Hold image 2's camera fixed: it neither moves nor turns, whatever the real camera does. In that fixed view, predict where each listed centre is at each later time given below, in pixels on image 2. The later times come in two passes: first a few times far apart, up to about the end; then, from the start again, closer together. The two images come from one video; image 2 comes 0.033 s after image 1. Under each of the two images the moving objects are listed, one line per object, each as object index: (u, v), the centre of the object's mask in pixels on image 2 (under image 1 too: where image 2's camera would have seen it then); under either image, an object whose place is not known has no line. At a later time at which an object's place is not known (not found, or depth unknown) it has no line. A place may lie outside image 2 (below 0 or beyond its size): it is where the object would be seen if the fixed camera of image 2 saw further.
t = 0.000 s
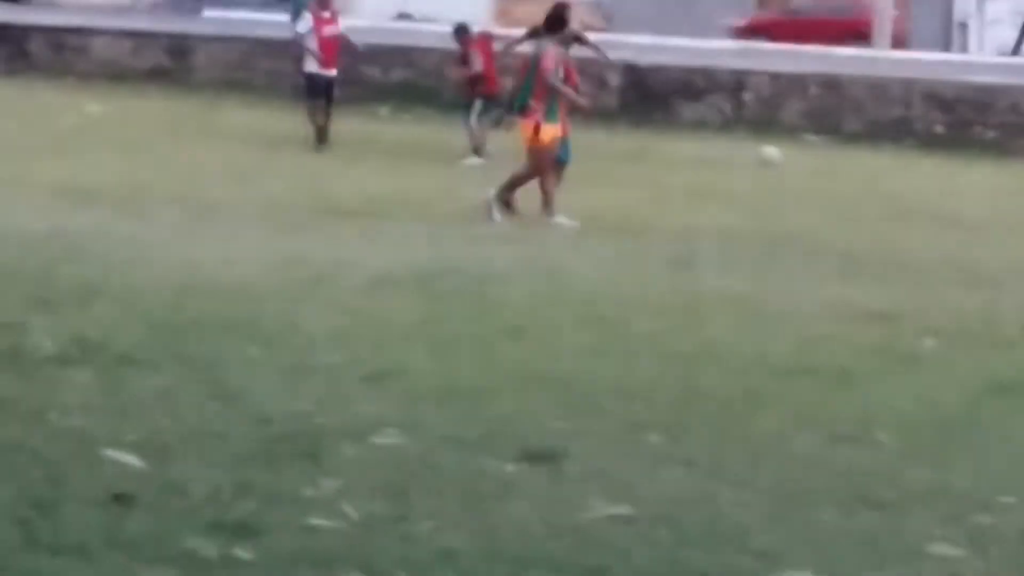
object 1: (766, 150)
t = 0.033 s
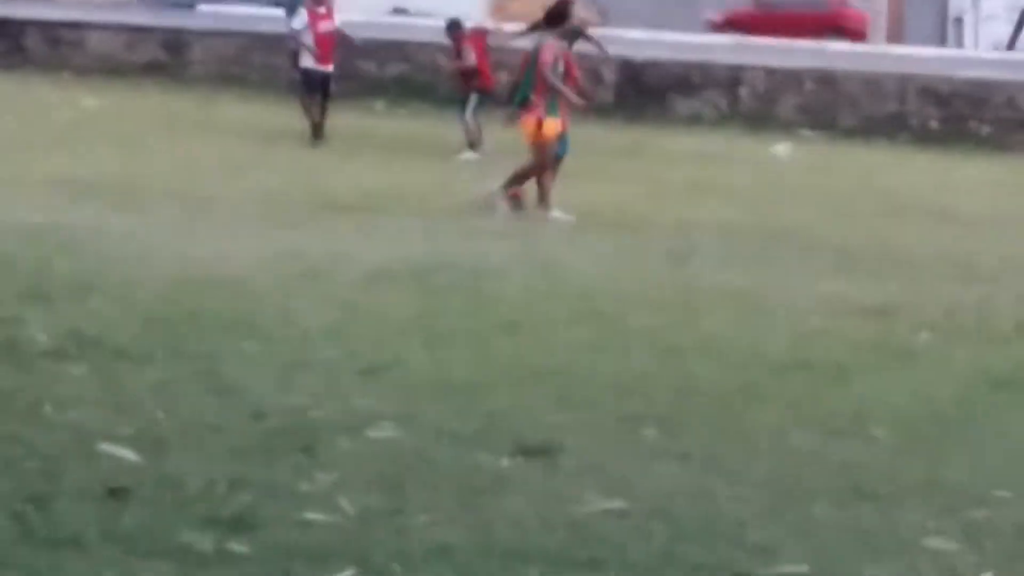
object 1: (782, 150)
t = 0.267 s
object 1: (858, 150)
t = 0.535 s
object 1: (942, 157)
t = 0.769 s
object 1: (1013, 165)
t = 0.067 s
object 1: (793, 147)
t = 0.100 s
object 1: (805, 146)
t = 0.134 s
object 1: (813, 146)
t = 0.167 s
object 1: (825, 146)
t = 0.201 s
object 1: (837, 147)
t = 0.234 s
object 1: (847, 149)
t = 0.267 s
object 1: (858, 150)
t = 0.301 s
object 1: (869, 154)
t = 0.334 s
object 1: (878, 154)
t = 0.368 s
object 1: (888, 156)
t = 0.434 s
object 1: (909, 153)
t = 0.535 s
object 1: (942, 157)
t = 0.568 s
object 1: (951, 161)
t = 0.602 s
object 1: (962, 164)
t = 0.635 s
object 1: (972, 162)
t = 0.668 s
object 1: (983, 162)
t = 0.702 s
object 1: (993, 163)
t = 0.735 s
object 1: (1003, 164)
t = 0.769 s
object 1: (1013, 165)
